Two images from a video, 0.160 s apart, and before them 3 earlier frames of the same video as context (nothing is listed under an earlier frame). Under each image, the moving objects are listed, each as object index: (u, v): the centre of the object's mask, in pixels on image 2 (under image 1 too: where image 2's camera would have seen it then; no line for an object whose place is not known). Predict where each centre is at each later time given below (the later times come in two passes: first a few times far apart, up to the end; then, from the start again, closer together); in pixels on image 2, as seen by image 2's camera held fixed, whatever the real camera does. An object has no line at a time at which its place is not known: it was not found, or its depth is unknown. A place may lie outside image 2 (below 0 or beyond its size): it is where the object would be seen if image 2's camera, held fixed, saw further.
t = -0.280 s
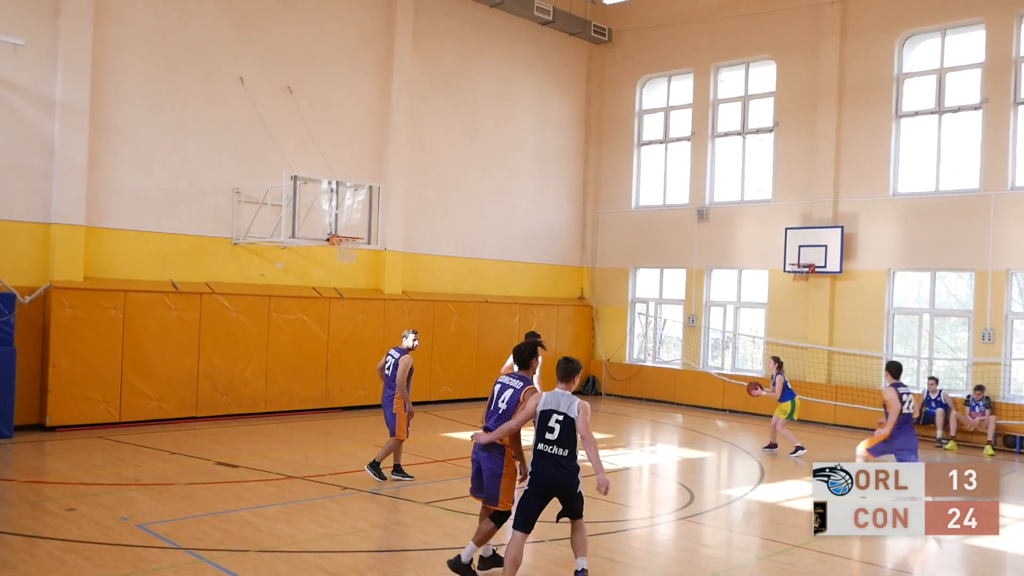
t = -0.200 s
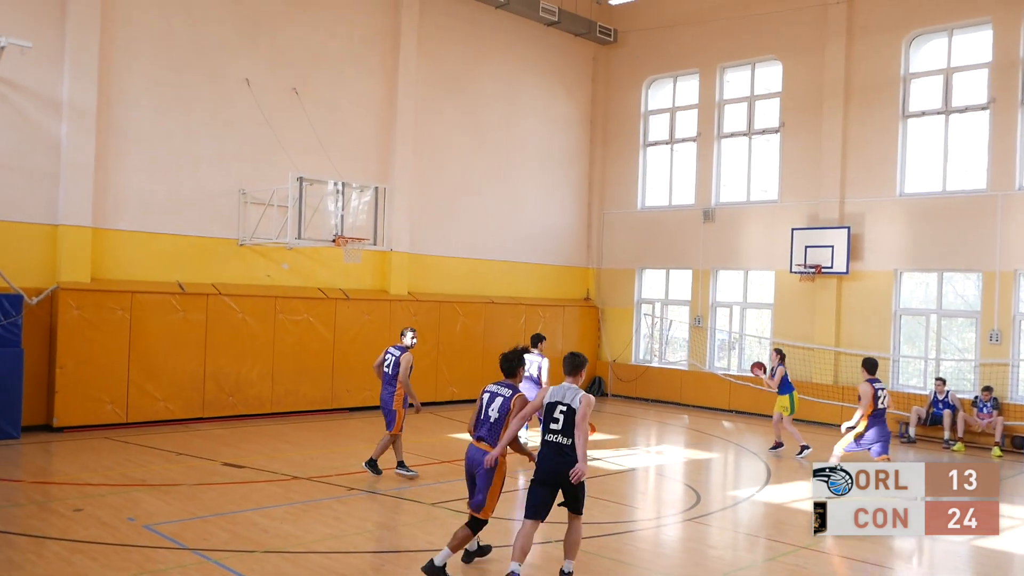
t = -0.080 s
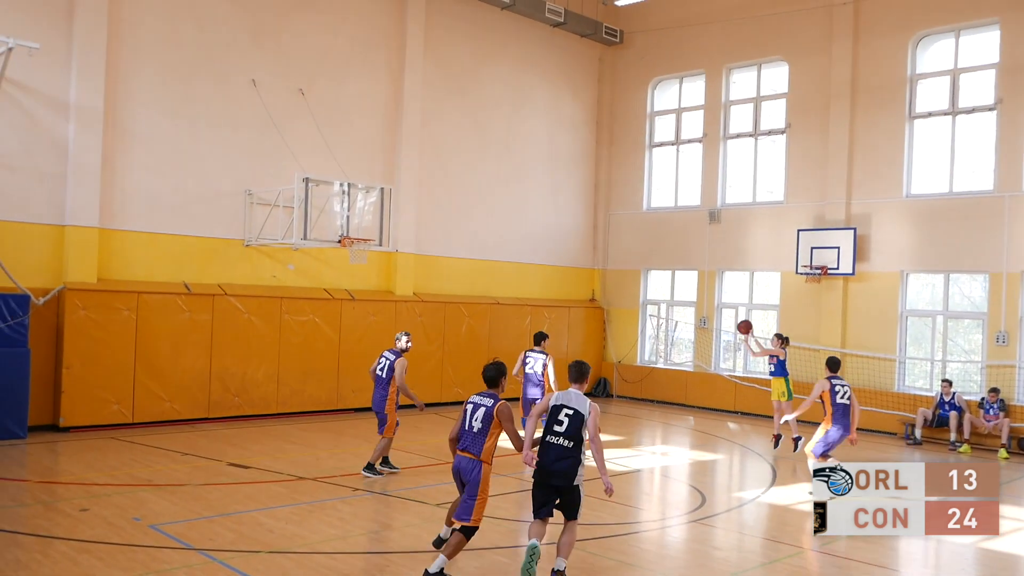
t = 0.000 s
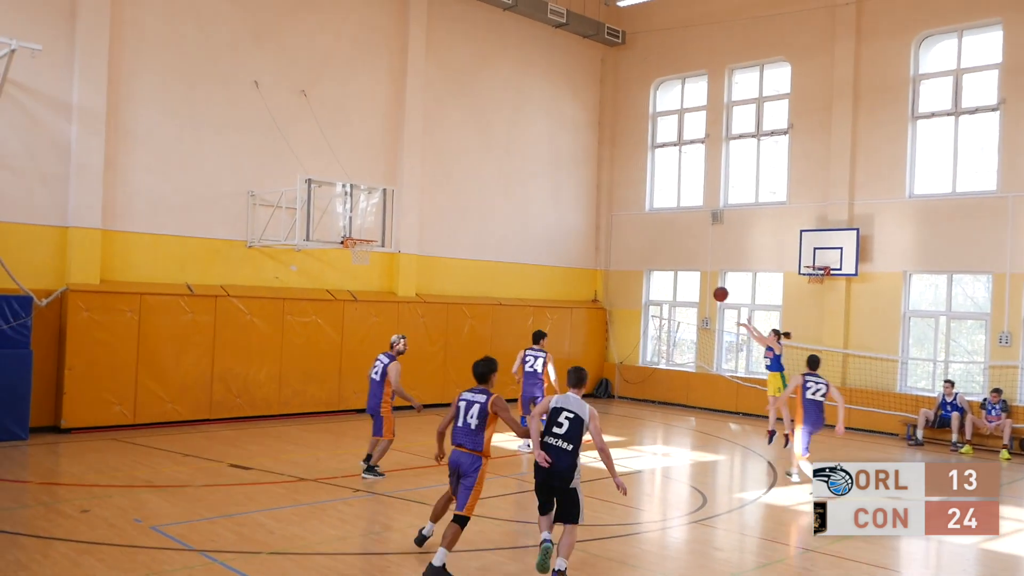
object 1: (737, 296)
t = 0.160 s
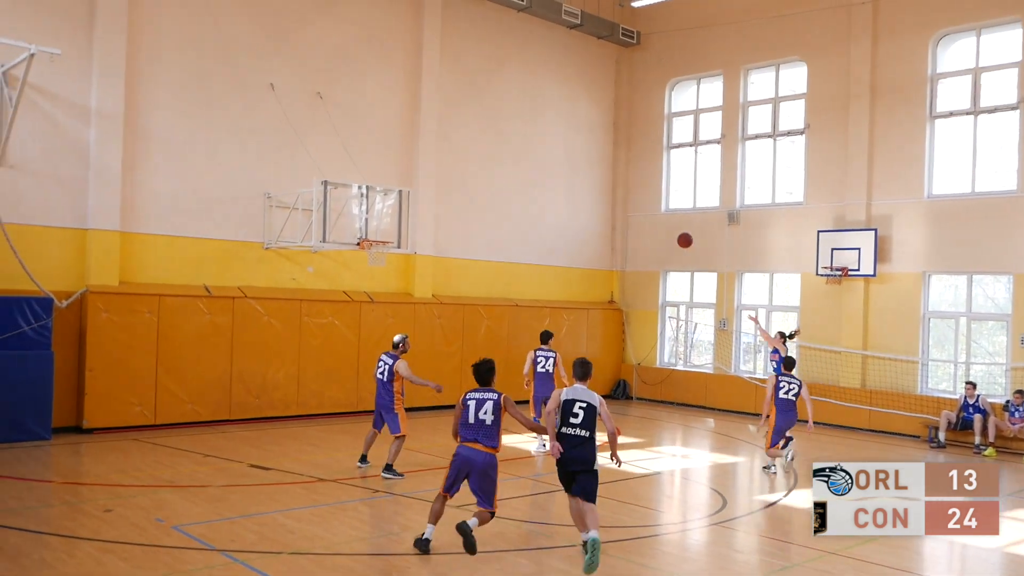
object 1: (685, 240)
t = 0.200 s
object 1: (672, 229)
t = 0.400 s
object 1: (609, 189)
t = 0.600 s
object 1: (544, 174)
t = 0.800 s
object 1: (478, 183)
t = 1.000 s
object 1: (411, 216)
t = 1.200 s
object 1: (365, 253)
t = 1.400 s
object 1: (366, 269)
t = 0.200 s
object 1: (672, 229)
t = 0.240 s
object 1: (659, 218)
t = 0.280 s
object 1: (647, 209)
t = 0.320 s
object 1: (634, 202)
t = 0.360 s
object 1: (622, 196)
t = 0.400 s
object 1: (609, 189)
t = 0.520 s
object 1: (570, 177)
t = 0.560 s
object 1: (558, 175)
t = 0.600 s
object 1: (544, 174)
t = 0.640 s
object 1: (531, 174)
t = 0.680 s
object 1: (518, 175)
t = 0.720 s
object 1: (505, 177)
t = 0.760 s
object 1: (491, 179)
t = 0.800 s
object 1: (478, 183)
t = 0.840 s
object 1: (465, 188)
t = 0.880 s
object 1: (451, 194)
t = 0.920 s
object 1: (439, 200)
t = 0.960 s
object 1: (424, 208)
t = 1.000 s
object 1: (411, 216)
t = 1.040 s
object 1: (398, 226)
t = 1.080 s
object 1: (385, 236)
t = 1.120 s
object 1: (372, 249)
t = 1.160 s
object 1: (365, 252)
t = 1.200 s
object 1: (365, 253)
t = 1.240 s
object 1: (365, 255)
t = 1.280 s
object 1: (365, 257)
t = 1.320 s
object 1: (365, 260)
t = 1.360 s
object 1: (366, 264)
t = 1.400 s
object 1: (366, 269)
